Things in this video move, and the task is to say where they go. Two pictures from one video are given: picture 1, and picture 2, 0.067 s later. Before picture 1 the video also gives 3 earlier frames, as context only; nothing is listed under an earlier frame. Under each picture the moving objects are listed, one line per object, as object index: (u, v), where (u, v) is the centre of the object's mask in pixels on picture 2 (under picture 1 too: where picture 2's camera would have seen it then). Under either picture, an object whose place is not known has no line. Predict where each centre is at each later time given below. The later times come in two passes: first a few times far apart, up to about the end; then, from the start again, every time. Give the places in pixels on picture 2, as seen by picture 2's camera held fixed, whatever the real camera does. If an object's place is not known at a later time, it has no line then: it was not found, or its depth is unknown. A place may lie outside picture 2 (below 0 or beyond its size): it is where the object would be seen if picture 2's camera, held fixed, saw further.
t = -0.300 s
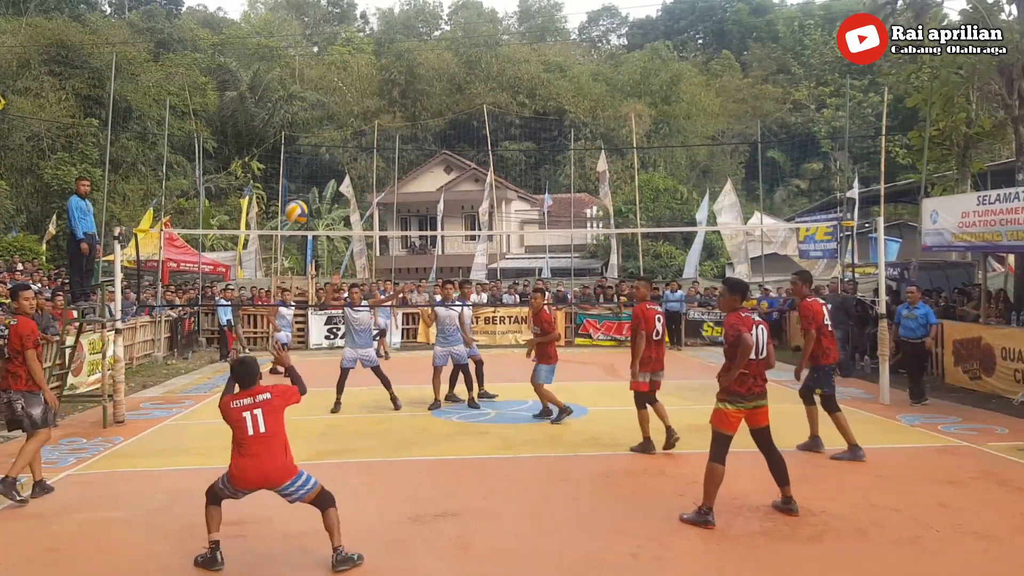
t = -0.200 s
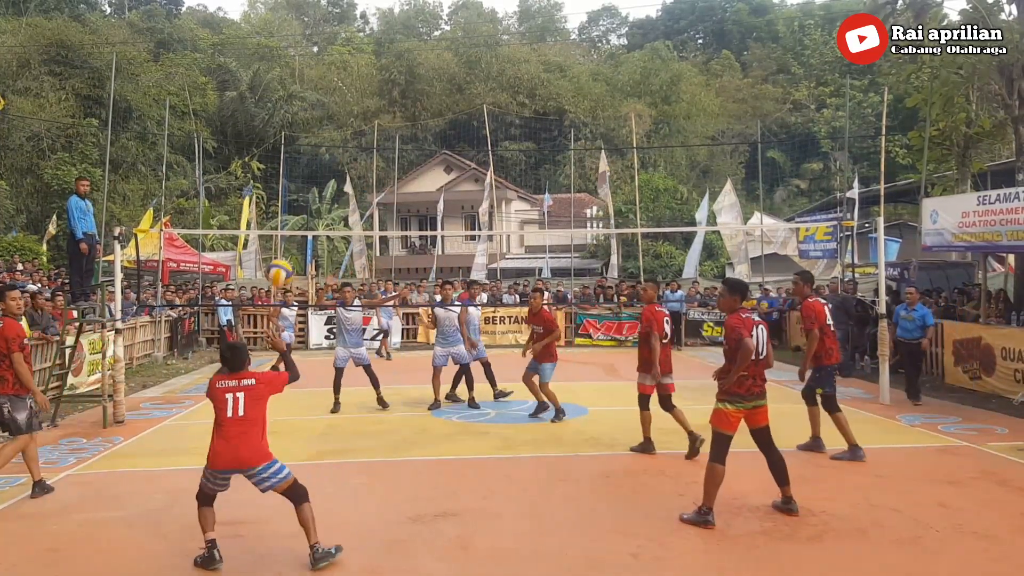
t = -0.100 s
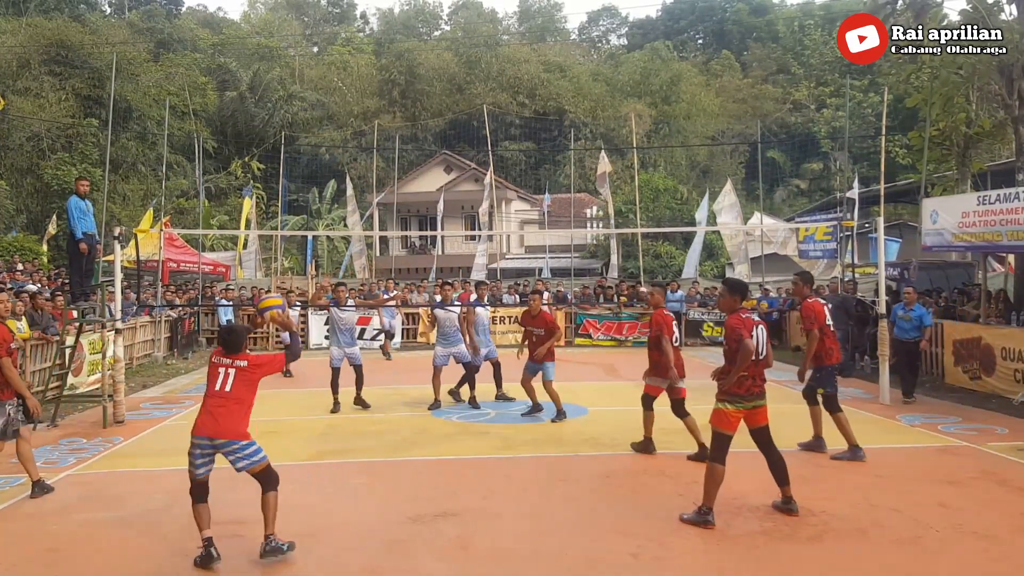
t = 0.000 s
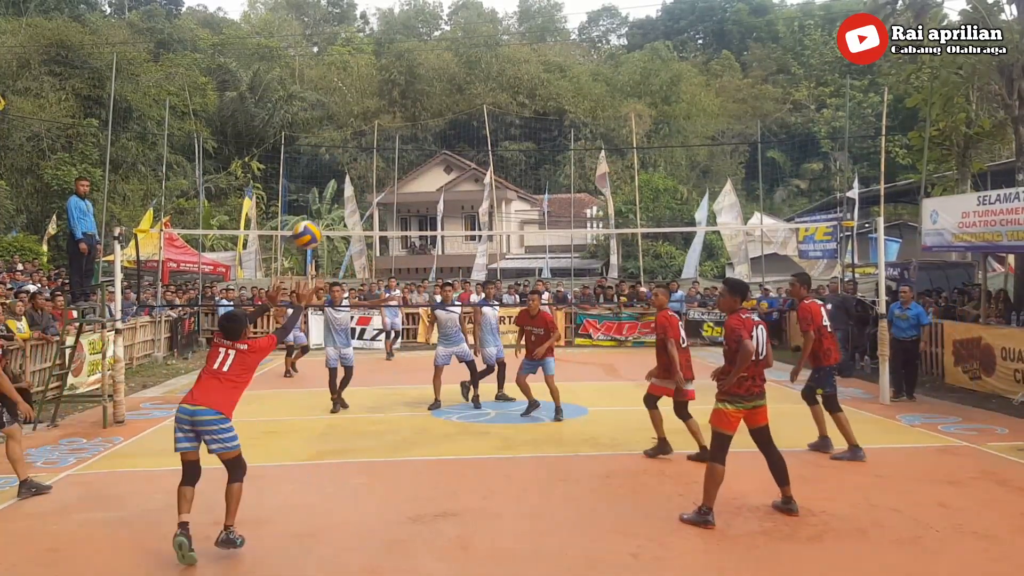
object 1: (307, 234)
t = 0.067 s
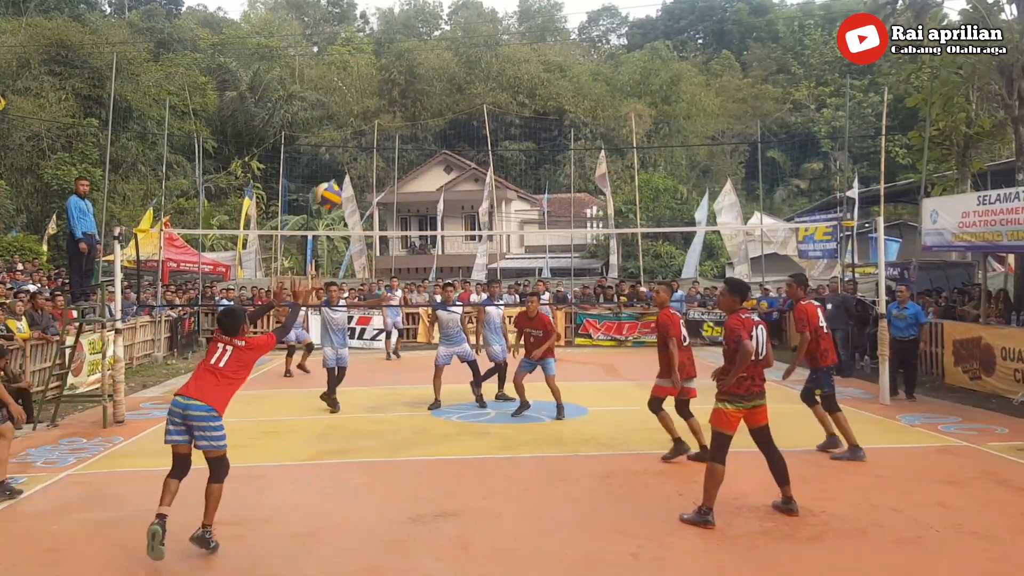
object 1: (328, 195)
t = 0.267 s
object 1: (384, 124)
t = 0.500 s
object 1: (439, 107)
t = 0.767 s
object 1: (490, 154)
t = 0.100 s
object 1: (338, 179)
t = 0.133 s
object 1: (348, 165)
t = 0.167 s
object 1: (357, 152)
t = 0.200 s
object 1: (367, 141)
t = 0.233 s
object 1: (377, 132)
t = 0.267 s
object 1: (384, 124)
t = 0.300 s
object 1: (393, 117)
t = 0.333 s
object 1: (401, 112)
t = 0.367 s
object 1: (409, 109)
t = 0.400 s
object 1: (417, 107)
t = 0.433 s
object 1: (424, 106)
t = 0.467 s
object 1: (432, 106)
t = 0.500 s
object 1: (439, 107)
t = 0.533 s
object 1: (445, 110)
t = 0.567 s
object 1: (452, 113)
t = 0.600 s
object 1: (458, 118)
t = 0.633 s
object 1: (465, 123)
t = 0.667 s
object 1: (472, 130)
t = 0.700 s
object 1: (478, 137)
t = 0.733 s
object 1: (484, 145)
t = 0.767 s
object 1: (490, 154)
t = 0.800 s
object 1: (495, 164)
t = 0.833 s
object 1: (501, 174)
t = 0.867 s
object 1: (506, 186)
